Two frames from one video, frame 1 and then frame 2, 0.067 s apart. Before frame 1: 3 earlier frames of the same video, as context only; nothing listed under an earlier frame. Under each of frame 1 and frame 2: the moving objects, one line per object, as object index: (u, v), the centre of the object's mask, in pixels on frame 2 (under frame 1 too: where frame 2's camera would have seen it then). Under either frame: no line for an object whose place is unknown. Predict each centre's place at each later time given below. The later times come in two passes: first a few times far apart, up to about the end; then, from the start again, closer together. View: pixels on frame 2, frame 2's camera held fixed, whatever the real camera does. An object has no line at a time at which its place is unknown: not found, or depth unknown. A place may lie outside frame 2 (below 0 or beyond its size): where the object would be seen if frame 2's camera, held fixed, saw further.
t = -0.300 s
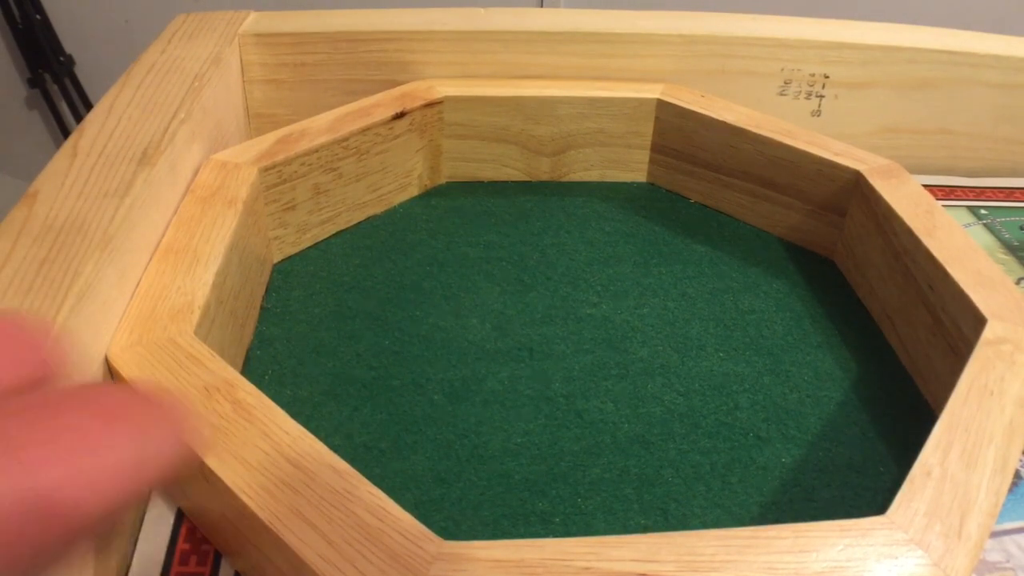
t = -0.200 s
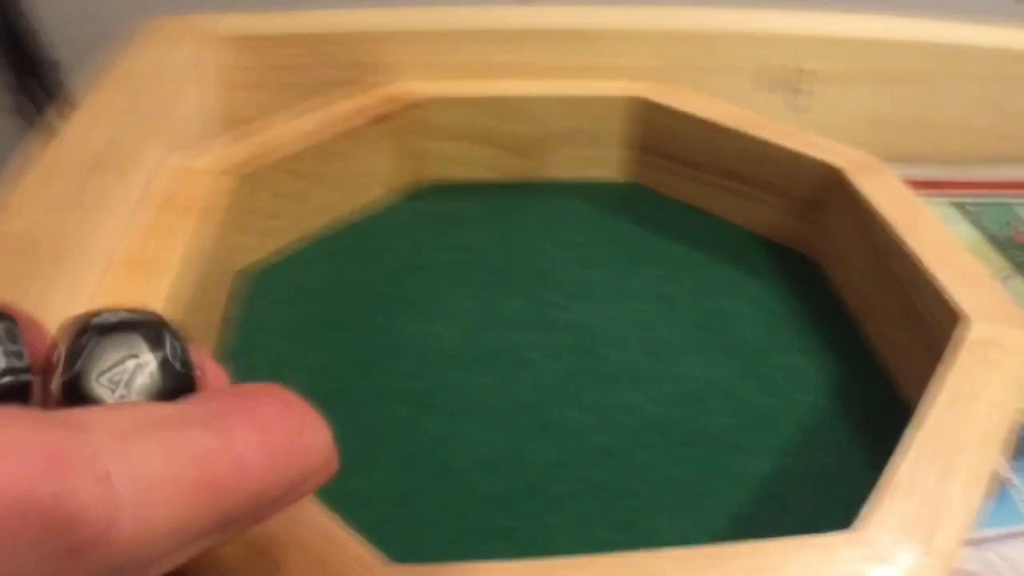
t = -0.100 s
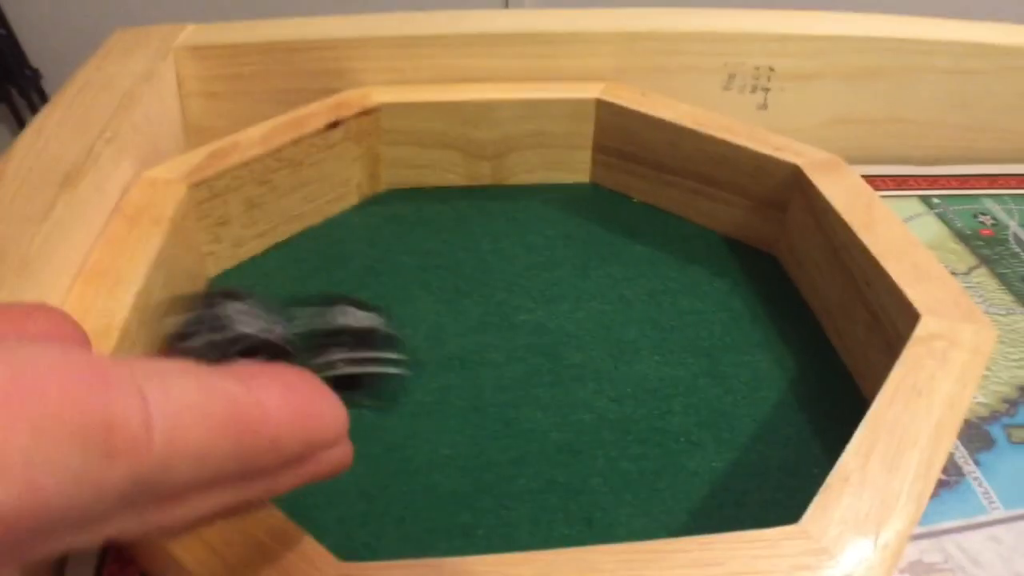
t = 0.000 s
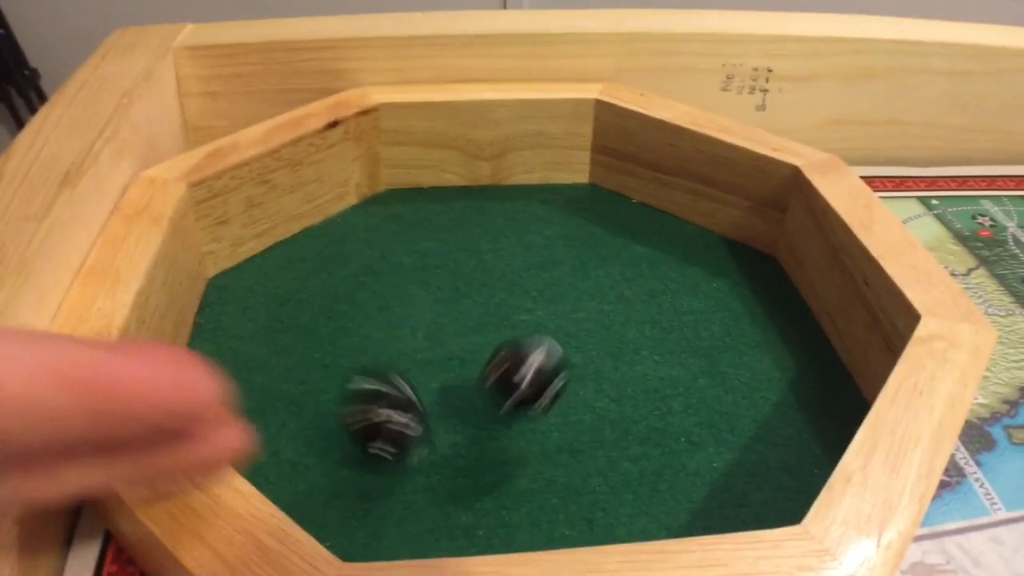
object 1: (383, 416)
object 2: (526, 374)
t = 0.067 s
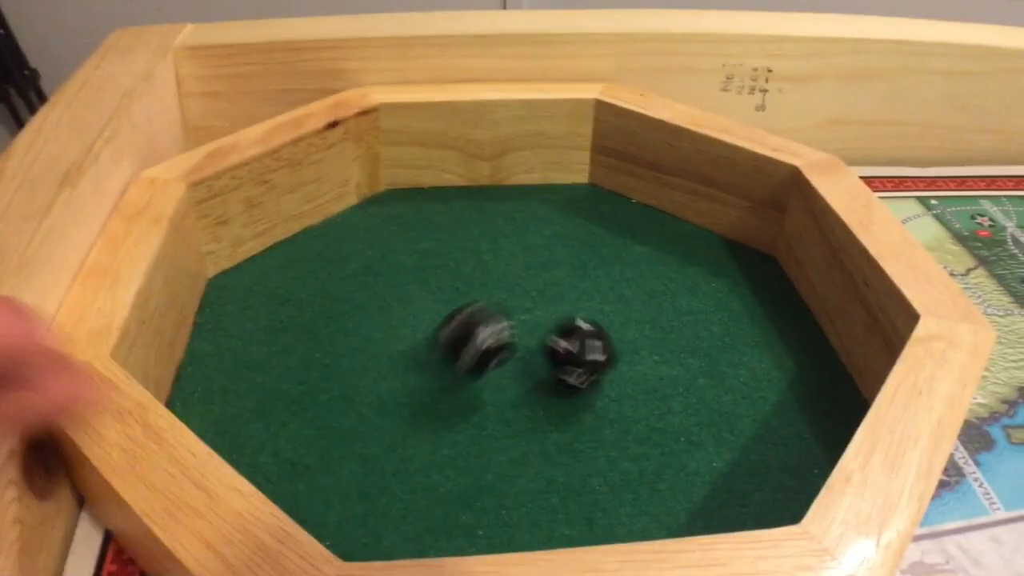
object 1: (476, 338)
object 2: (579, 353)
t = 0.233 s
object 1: (664, 236)
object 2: (623, 291)
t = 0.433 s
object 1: (737, 280)
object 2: (623, 229)
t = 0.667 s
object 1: (764, 328)
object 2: (612, 188)
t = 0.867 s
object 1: (768, 330)
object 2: (610, 193)
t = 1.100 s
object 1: (767, 329)
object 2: (612, 193)
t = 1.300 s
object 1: (767, 329)
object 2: (612, 193)
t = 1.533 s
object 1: (767, 329)
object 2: (612, 193)
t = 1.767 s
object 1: (767, 329)
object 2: (612, 193)
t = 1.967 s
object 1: (767, 329)
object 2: (611, 193)
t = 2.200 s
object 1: (767, 329)
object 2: (611, 193)
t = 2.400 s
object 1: (767, 329)
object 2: (611, 193)
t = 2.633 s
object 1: (767, 329)
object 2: (612, 193)
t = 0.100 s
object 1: (512, 326)
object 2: (601, 336)
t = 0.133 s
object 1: (554, 291)
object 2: (616, 329)
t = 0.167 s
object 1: (591, 274)
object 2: (626, 318)
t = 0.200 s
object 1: (629, 251)
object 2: (624, 304)
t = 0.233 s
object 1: (664, 236)
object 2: (623, 291)
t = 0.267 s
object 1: (697, 223)
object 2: (626, 279)
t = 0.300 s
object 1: (709, 231)
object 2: (624, 268)
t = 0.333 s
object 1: (714, 248)
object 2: (625, 257)
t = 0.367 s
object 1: (722, 258)
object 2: (627, 248)
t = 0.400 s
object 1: (732, 270)
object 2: (625, 238)
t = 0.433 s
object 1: (737, 280)
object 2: (623, 229)
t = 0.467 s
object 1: (746, 289)
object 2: (622, 221)
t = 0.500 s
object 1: (754, 297)
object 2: (622, 214)
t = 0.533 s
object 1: (763, 306)
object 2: (624, 209)
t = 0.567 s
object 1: (765, 312)
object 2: (624, 202)
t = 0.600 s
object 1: (762, 317)
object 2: (621, 198)
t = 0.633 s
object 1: (762, 321)
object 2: (615, 192)
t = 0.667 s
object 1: (764, 328)
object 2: (612, 188)
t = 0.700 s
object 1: (771, 332)
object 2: (606, 189)
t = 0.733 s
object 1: (773, 332)
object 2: (606, 193)
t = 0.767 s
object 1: (770, 330)
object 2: (611, 195)
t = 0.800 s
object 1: (764, 327)
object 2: (614, 194)
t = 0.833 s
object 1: (764, 327)
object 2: (612, 193)
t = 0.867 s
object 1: (768, 330)
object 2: (610, 193)
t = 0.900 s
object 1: (769, 330)
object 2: (612, 194)
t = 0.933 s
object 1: (766, 329)
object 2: (612, 193)
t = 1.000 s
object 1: (767, 330)
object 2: (612, 193)
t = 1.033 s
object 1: (767, 329)
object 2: (612, 193)
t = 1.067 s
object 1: (767, 329)
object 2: (612, 193)
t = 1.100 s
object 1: (767, 329)
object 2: (612, 193)
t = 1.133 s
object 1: (767, 329)
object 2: (612, 193)
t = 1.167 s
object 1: (767, 329)
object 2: (612, 193)
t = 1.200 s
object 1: (767, 329)
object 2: (612, 193)
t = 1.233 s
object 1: (767, 329)
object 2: (612, 193)
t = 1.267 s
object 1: (767, 329)
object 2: (612, 193)
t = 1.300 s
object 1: (767, 329)
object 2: (612, 193)
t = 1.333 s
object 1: (767, 329)
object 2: (612, 193)
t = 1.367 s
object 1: (767, 329)
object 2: (612, 193)
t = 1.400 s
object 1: (767, 329)
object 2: (612, 193)
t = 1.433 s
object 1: (767, 329)
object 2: (612, 193)
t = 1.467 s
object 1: (767, 329)
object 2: (612, 193)
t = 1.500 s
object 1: (767, 329)
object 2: (612, 193)
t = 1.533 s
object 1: (767, 329)
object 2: (612, 193)
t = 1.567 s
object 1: (767, 329)
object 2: (612, 193)
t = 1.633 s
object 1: (767, 329)
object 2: (612, 193)
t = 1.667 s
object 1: (767, 329)
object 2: (612, 193)
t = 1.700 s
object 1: (767, 329)
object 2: (612, 193)
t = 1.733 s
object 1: (767, 329)
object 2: (612, 193)
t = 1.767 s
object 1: (767, 329)
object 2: (612, 193)
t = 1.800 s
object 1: (767, 329)
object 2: (612, 193)
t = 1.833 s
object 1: (767, 329)
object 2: (612, 193)
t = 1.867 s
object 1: (767, 329)
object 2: (612, 193)
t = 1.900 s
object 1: (767, 329)
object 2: (612, 193)
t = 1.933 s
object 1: (767, 329)
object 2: (612, 193)
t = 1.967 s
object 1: (767, 329)
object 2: (611, 193)
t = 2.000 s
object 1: (767, 329)
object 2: (611, 193)
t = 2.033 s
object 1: (767, 329)
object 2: (611, 193)
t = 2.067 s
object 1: (767, 329)
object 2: (611, 193)
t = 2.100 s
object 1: (767, 329)
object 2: (611, 193)
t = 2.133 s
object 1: (767, 329)
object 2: (611, 193)
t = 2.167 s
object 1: (767, 329)
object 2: (611, 193)
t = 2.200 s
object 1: (767, 329)
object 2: (611, 193)
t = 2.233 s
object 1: (767, 329)
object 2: (611, 193)
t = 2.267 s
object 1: (767, 329)
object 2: (611, 193)
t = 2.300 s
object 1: (767, 329)
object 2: (612, 193)
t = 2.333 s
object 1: (767, 329)
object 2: (612, 193)
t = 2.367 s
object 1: (767, 329)
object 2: (612, 193)
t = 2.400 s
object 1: (767, 329)
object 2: (611, 193)
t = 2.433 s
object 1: (767, 329)
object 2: (612, 193)
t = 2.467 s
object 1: (767, 329)
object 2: (612, 193)
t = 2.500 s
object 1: (767, 329)
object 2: (612, 193)
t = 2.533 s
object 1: (767, 329)
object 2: (612, 193)
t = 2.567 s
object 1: (767, 329)
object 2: (612, 193)
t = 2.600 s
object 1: (767, 329)
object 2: (612, 193)
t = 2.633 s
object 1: (767, 329)
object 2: (612, 193)
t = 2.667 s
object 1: (767, 329)
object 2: (612, 193)
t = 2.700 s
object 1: (767, 329)
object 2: (612, 193)
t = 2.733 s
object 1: (767, 329)
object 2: (612, 193)
